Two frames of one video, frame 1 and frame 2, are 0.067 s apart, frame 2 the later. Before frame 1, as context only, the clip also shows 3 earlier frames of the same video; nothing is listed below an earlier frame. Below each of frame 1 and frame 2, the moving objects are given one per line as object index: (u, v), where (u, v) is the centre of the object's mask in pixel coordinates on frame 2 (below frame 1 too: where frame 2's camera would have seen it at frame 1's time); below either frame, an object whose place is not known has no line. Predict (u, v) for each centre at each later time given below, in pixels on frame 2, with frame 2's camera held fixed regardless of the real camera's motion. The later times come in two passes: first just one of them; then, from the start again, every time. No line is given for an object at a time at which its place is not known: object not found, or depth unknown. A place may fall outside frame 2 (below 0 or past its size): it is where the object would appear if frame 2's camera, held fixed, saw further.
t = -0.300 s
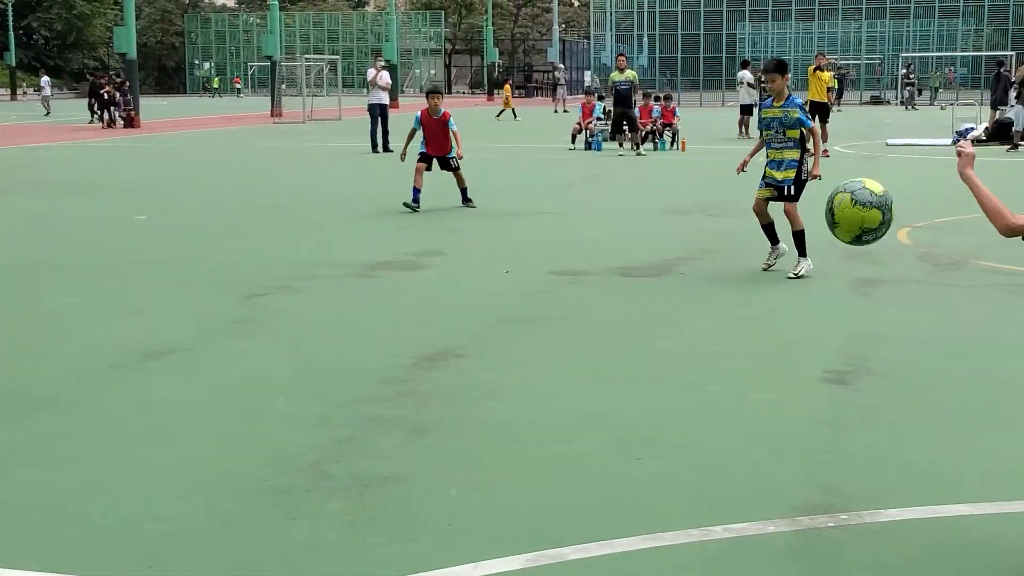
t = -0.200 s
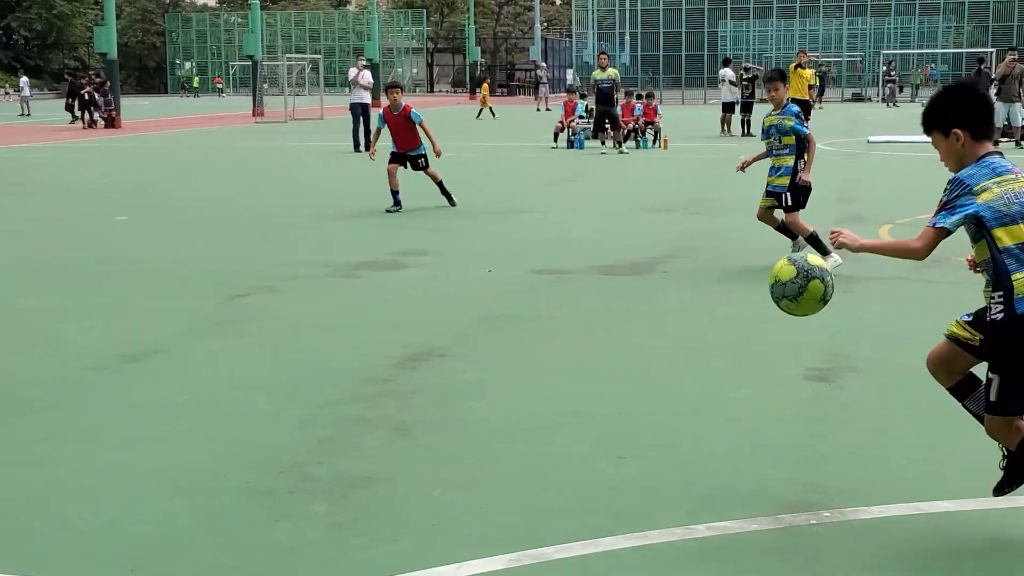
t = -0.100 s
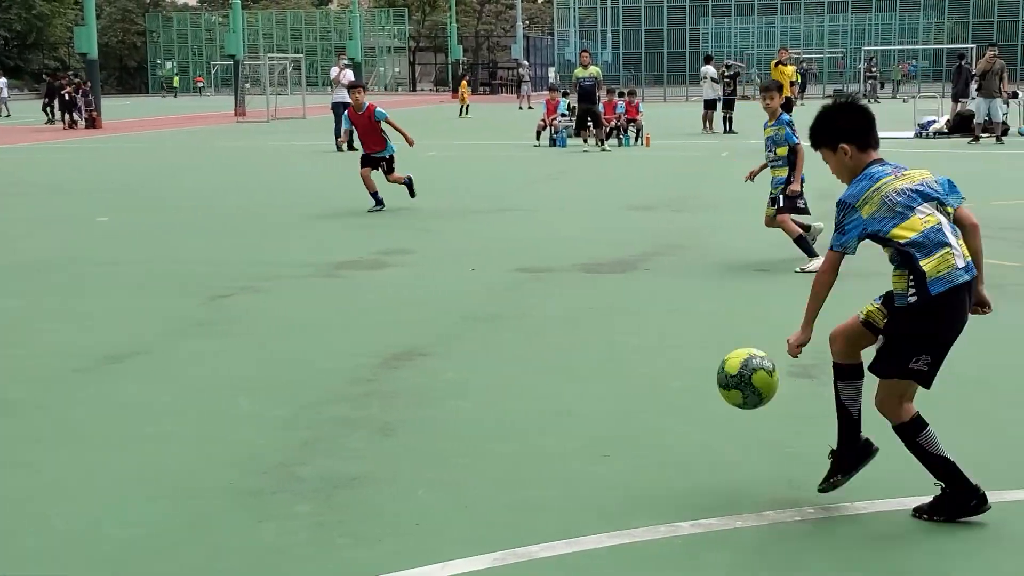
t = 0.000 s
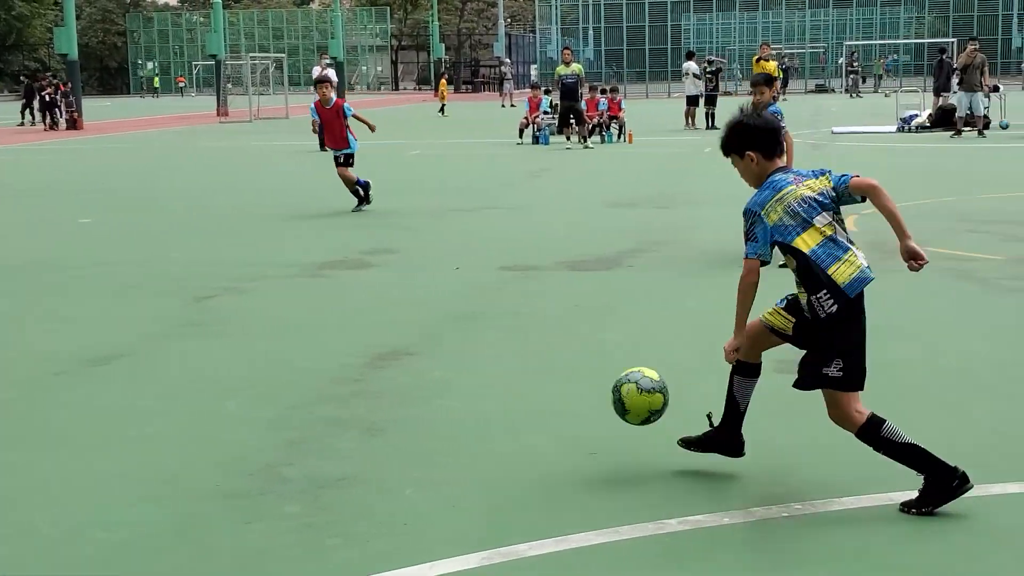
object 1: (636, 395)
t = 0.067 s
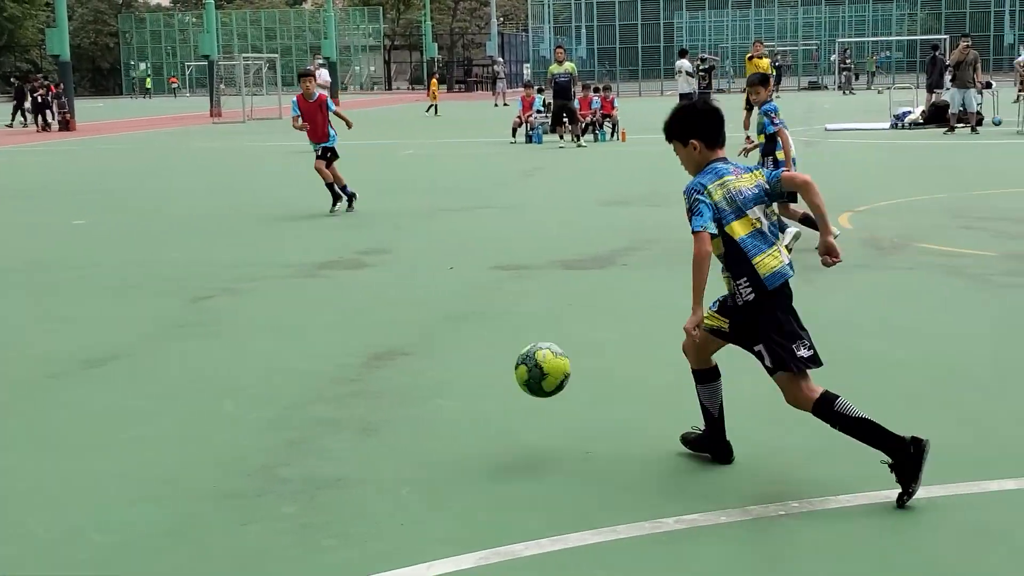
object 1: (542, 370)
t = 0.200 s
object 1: (378, 357)
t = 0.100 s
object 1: (498, 362)
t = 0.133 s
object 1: (456, 358)
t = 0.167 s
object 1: (416, 356)
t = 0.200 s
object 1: (378, 357)
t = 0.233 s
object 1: (340, 362)
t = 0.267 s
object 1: (303, 368)
